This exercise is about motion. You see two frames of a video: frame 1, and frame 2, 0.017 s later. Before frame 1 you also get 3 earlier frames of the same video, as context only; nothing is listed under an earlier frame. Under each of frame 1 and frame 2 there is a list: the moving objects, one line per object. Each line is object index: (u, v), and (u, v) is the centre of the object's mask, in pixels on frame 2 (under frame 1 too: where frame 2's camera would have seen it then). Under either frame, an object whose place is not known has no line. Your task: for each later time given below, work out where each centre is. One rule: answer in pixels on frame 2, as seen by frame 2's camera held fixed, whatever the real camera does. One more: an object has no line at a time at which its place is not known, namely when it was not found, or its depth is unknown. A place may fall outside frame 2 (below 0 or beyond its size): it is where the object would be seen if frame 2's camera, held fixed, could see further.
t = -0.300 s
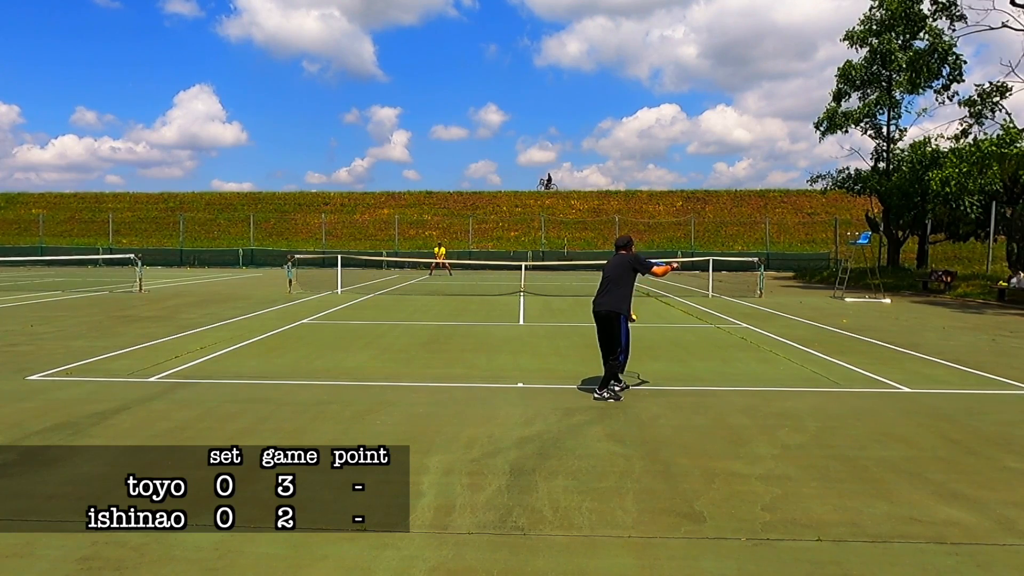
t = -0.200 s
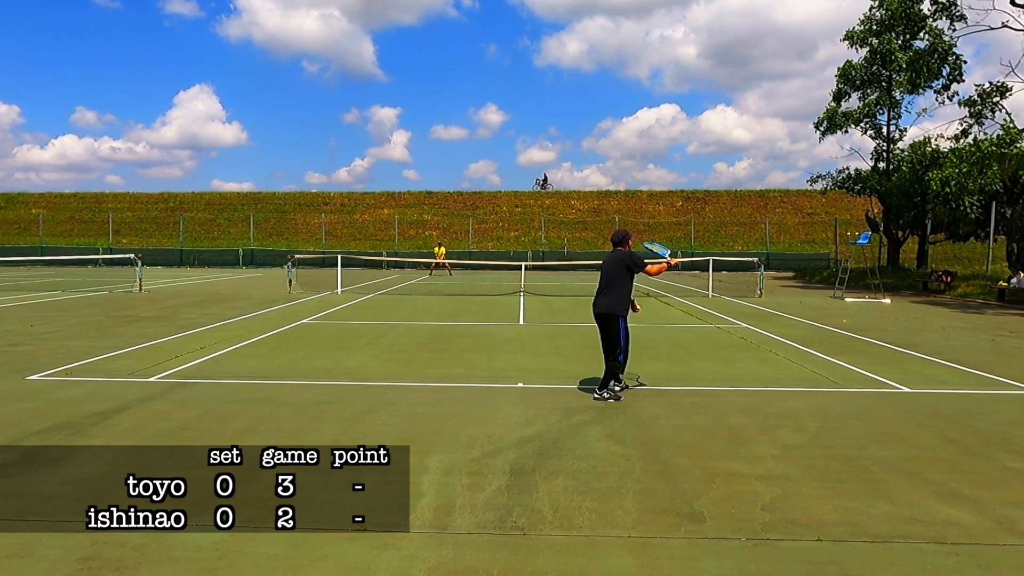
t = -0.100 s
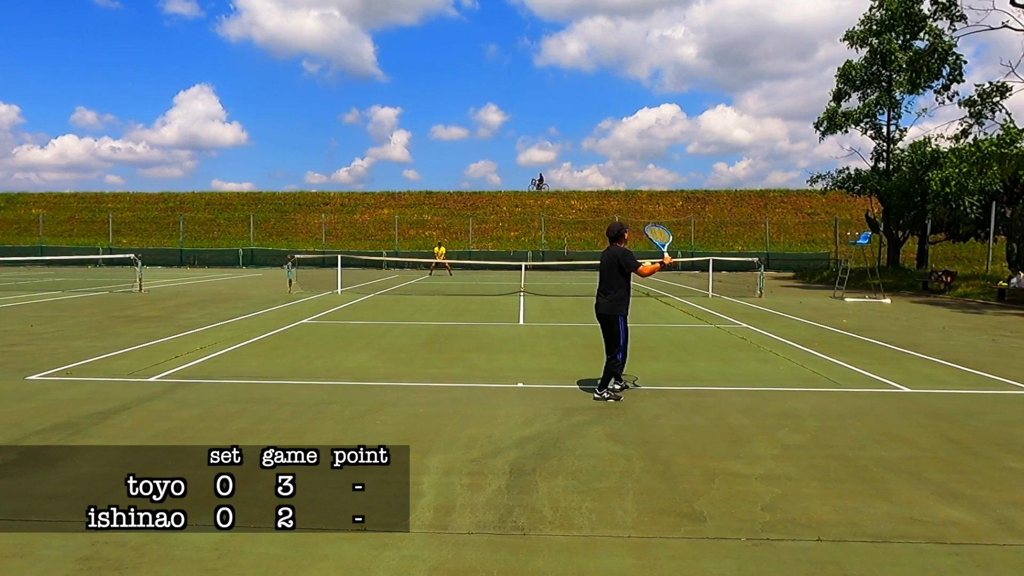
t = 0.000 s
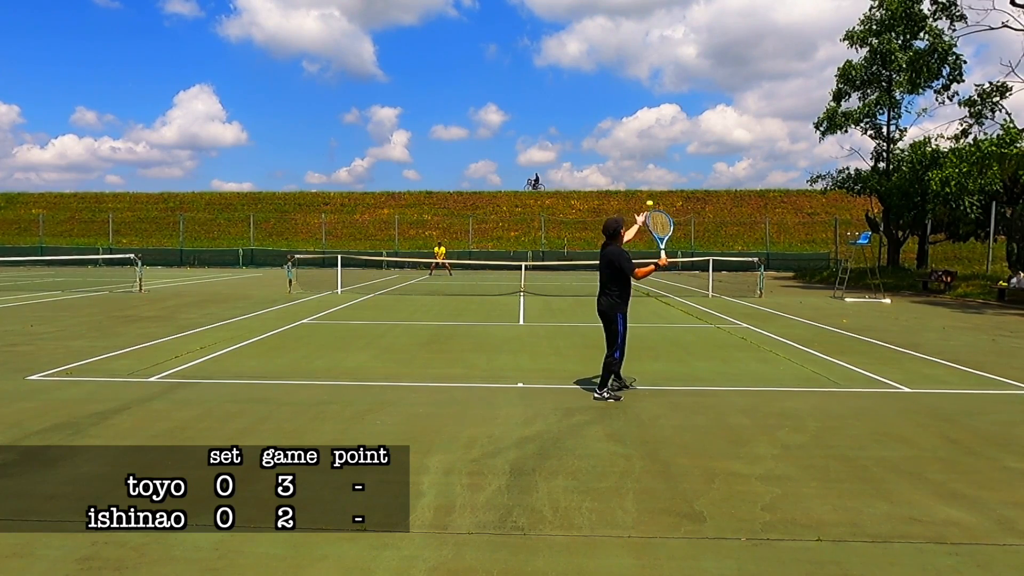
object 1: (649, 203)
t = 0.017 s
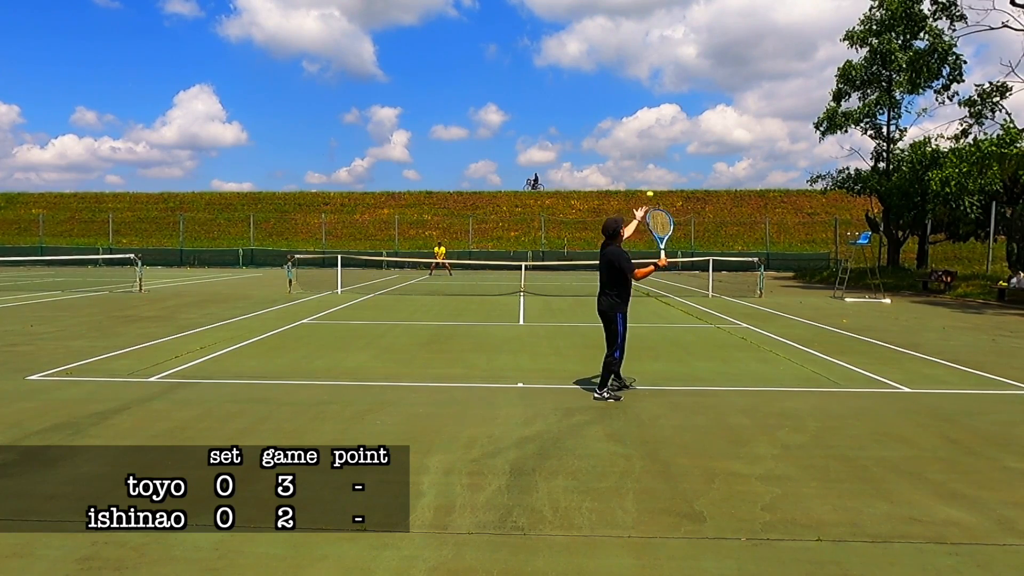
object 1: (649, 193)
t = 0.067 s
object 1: (650, 168)
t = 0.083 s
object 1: (650, 160)
